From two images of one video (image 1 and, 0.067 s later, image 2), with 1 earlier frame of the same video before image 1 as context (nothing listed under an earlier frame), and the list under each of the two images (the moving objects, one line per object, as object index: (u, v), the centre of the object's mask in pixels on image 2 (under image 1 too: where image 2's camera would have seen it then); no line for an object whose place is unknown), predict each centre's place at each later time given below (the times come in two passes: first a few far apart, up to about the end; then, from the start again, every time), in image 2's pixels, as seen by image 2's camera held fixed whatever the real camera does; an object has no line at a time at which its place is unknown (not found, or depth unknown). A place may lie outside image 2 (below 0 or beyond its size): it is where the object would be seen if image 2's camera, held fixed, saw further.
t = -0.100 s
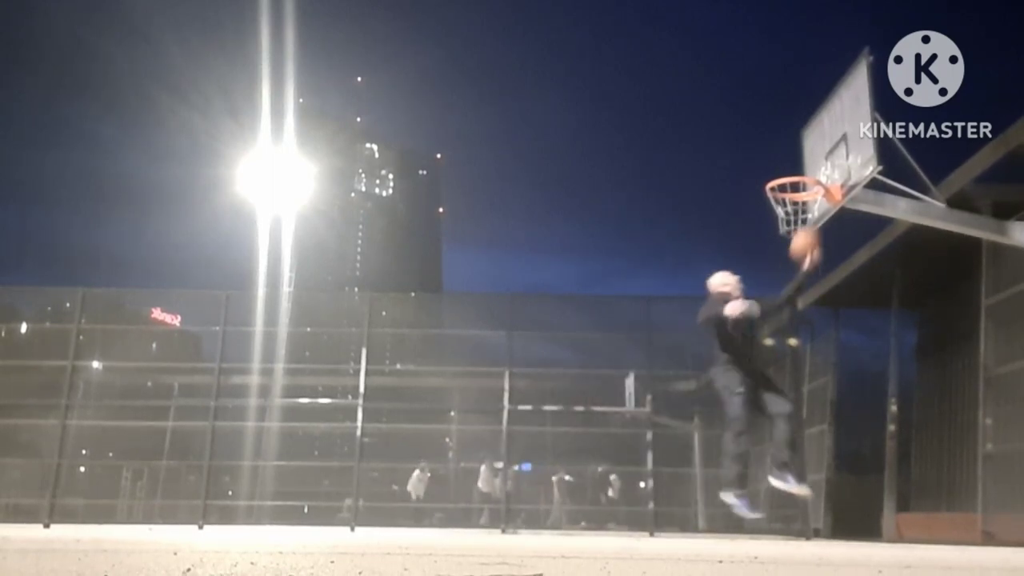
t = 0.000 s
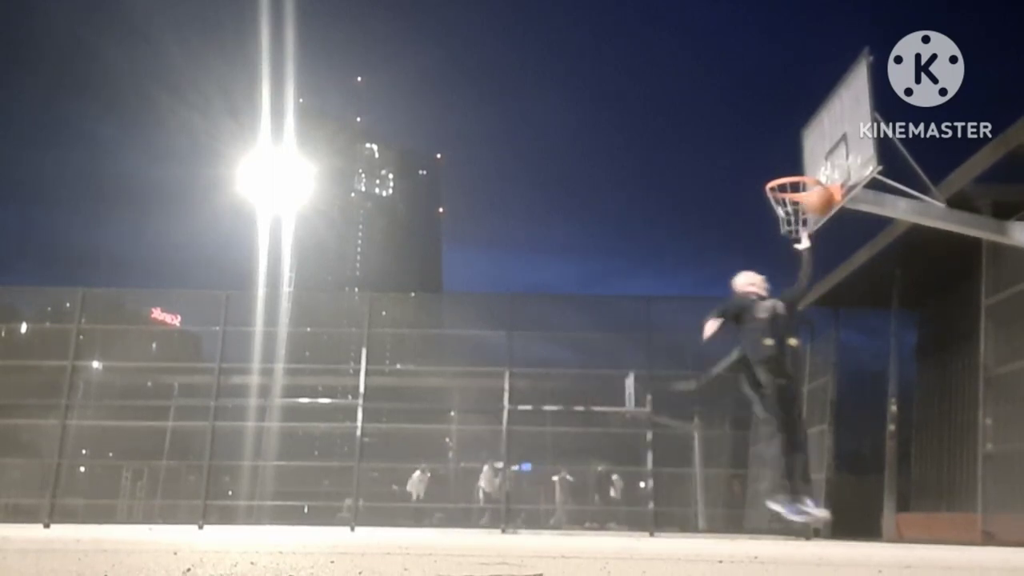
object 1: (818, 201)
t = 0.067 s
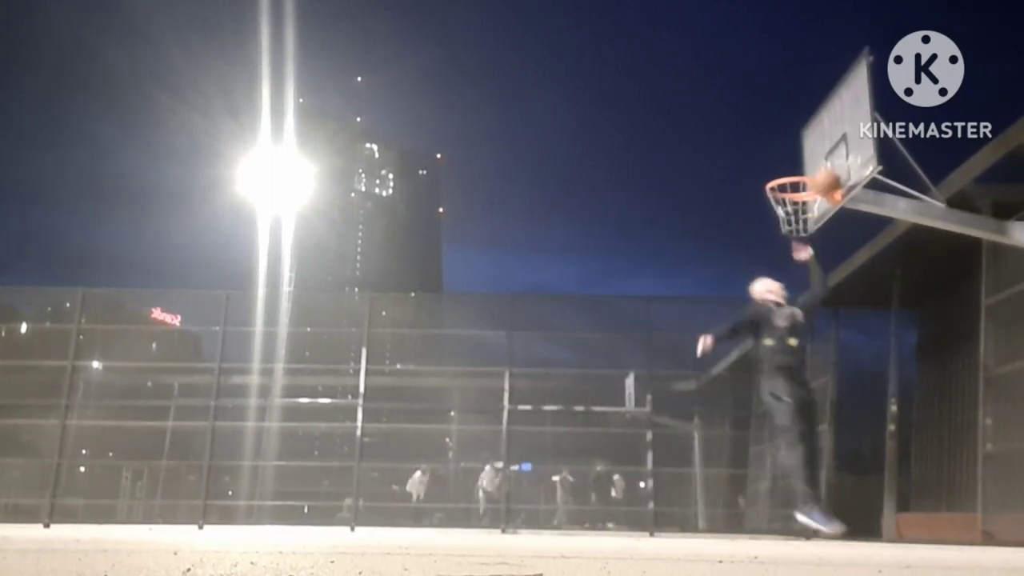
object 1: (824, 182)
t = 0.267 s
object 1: (829, 151)
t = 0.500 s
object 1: (792, 163)
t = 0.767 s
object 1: (782, 169)
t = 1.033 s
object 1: (791, 224)
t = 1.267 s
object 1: (806, 300)
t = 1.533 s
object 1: (829, 473)
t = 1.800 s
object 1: (832, 421)
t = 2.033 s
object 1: (831, 353)
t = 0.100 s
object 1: (829, 174)
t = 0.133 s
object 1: (833, 166)
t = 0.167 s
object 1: (837, 161)
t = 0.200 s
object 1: (840, 156)
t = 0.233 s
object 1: (835, 154)
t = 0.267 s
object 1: (829, 151)
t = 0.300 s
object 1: (823, 151)
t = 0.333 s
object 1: (816, 151)
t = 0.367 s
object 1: (810, 153)
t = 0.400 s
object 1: (805, 155)
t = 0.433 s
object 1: (799, 160)
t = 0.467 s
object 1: (795, 164)
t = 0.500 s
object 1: (792, 163)
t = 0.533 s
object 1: (790, 162)
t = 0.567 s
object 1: (788, 163)
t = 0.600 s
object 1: (785, 164)
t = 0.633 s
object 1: (784, 166)
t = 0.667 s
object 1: (782, 167)
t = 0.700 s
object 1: (782, 167)
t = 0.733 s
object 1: (782, 168)
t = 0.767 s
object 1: (782, 169)
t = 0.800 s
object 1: (783, 175)
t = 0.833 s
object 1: (783, 178)
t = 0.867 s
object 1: (783, 189)
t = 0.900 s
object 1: (784, 194)
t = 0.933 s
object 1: (782, 201)
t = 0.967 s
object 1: (784, 210)
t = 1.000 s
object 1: (788, 217)
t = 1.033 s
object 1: (791, 224)
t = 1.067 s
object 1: (792, 231)
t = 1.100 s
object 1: (795, 240)
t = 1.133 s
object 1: (796, 249)
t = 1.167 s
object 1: (798, 260)
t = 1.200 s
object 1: (800, 271)
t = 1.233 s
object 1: (802, 284)
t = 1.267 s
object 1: (806, 300)
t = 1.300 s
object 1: (808, 316)
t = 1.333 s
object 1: (810, 333)
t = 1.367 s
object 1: (812, 353)
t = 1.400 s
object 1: (815, 372)
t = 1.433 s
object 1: (818, 395)
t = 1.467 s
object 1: (821, 418)
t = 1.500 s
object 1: (825, 444)
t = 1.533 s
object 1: (829, 473)
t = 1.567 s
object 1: (832, 503)
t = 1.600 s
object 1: (835, 524)
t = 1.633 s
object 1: (835, 512)
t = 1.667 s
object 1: (835, 491)
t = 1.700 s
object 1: (834, 472)
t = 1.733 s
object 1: (833, 454)
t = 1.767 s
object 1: (833, 437)
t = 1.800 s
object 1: (832, 421)
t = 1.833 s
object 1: (832, 408)
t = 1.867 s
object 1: (831, 396)
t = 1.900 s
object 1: (831, 384)
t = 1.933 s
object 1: (831, 374)
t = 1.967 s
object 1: (831, 366)
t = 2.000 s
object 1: (831, 359)
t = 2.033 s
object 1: (831, 353)
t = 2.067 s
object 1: (832, 348)
